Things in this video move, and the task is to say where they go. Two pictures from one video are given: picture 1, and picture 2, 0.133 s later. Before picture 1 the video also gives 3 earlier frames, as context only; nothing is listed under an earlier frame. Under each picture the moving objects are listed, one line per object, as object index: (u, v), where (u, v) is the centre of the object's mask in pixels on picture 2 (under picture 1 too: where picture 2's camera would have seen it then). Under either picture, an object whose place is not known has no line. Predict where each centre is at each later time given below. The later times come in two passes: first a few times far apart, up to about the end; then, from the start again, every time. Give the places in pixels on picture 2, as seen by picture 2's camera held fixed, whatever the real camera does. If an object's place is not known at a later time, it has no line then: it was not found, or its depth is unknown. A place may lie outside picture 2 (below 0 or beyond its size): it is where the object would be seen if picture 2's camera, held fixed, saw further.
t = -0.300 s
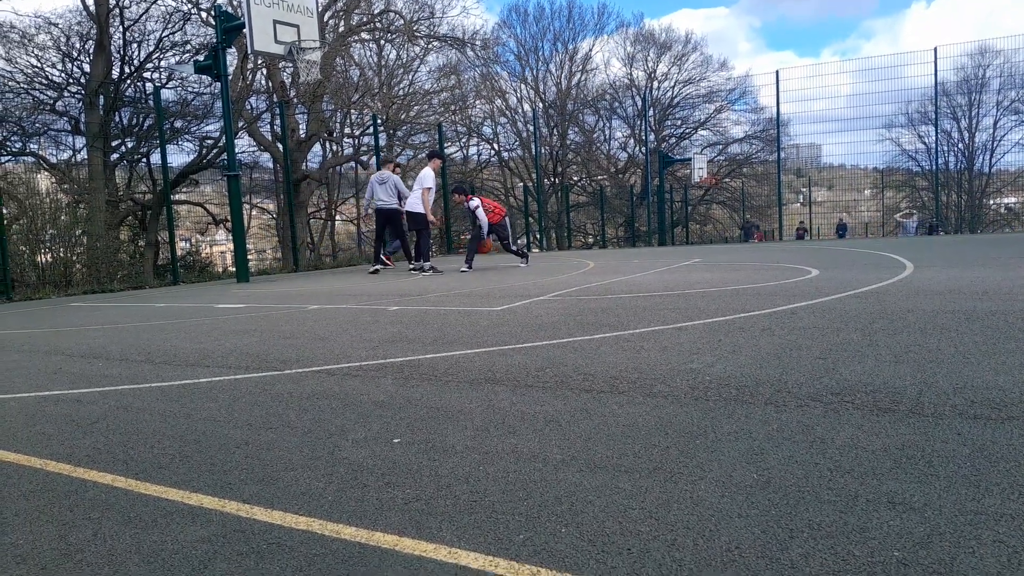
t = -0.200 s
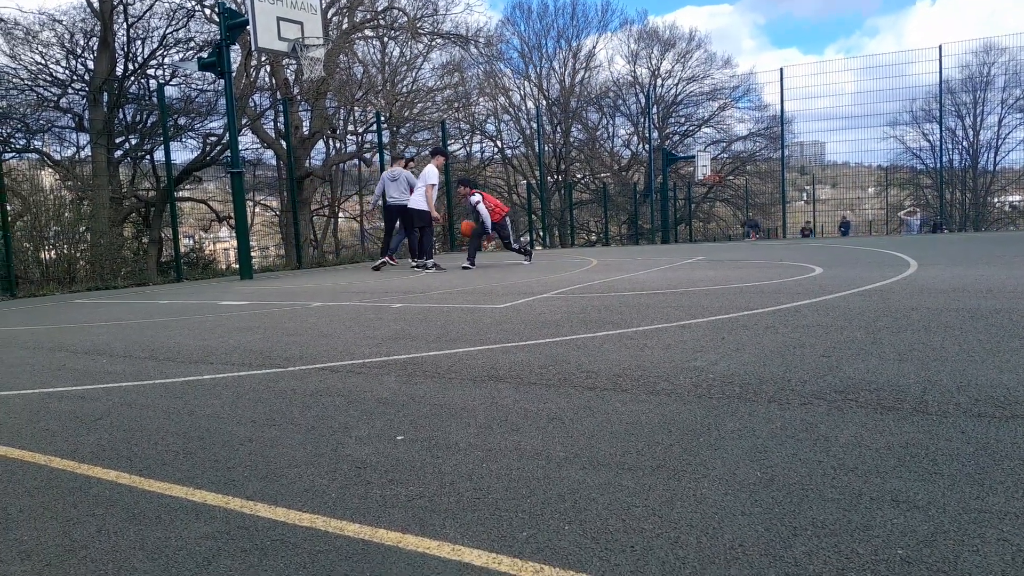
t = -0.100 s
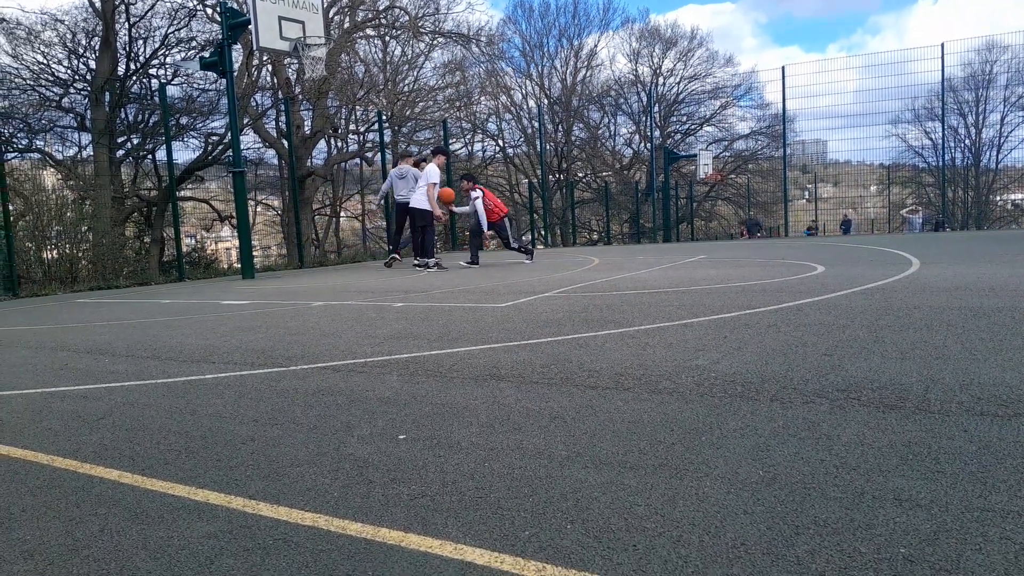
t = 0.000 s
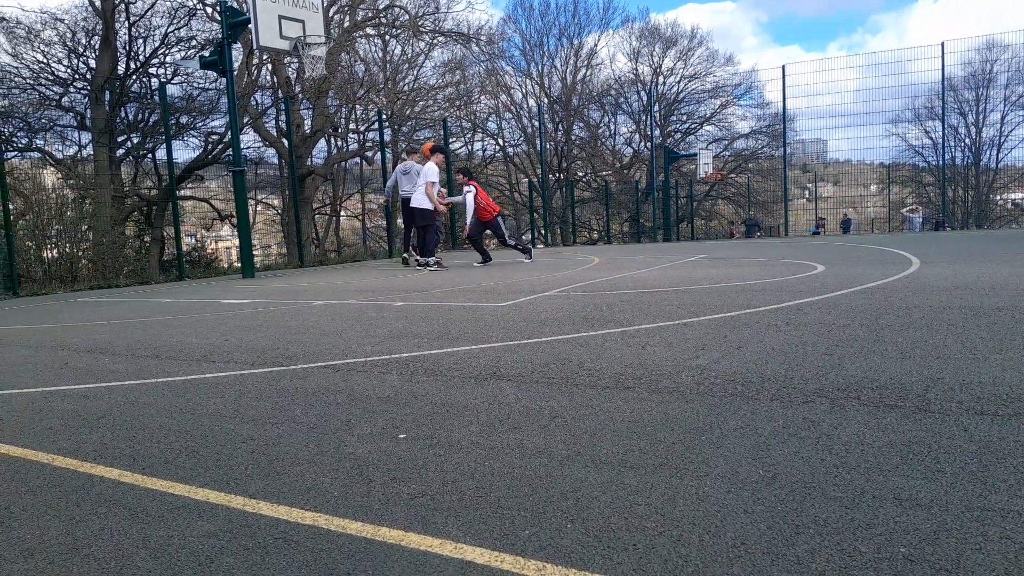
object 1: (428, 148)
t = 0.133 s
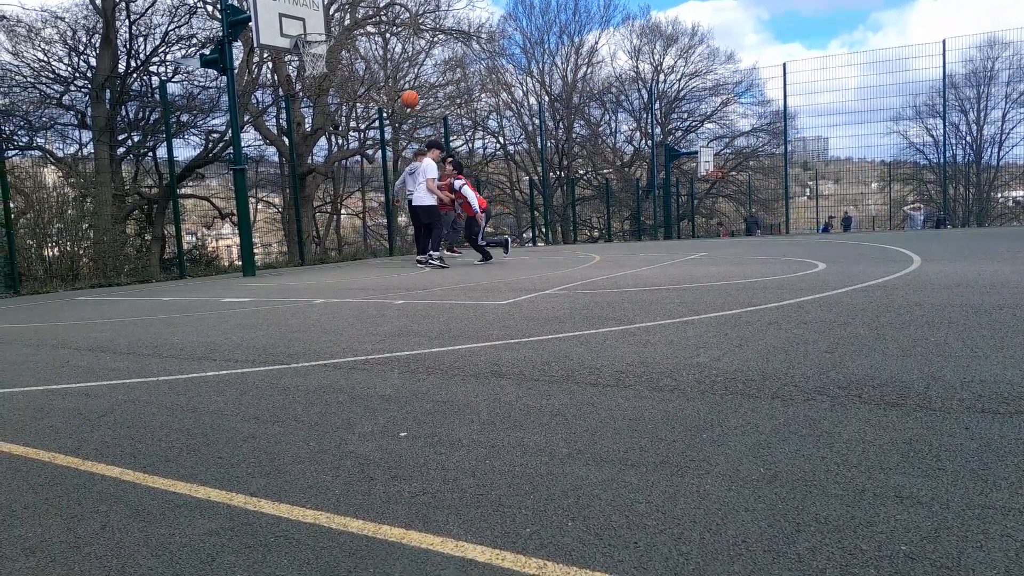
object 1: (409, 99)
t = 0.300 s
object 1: (385, 53)
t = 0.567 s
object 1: (348, 20)
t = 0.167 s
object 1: (405, 89)
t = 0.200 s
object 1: (400, 78)
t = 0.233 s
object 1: (393, 69)
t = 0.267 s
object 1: (390, 61)
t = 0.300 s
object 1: (385, 53)
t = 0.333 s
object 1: (380, 46)
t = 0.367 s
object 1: (376, 40)
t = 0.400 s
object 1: (371, 34)
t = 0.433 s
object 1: (366, 30)
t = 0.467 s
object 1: (361, 26)
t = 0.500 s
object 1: (357, 24)
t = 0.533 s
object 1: (351, 22)
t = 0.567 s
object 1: (348, 20)
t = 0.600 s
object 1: (343, 20)
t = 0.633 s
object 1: (339, 21)
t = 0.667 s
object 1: (334, 22)
